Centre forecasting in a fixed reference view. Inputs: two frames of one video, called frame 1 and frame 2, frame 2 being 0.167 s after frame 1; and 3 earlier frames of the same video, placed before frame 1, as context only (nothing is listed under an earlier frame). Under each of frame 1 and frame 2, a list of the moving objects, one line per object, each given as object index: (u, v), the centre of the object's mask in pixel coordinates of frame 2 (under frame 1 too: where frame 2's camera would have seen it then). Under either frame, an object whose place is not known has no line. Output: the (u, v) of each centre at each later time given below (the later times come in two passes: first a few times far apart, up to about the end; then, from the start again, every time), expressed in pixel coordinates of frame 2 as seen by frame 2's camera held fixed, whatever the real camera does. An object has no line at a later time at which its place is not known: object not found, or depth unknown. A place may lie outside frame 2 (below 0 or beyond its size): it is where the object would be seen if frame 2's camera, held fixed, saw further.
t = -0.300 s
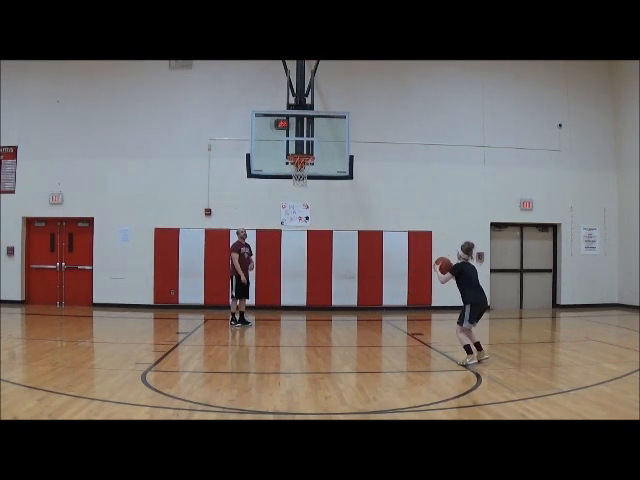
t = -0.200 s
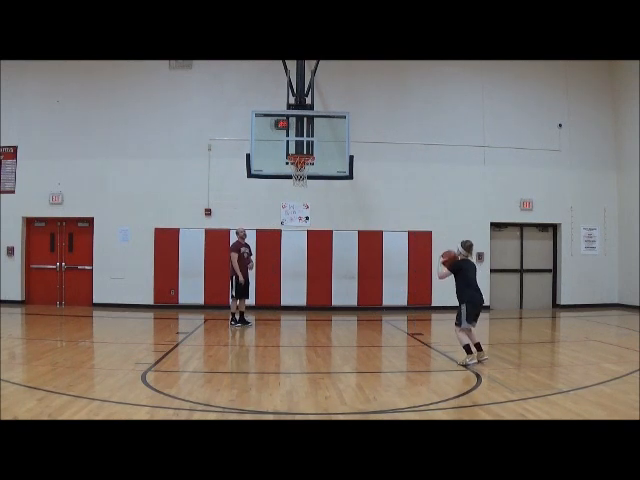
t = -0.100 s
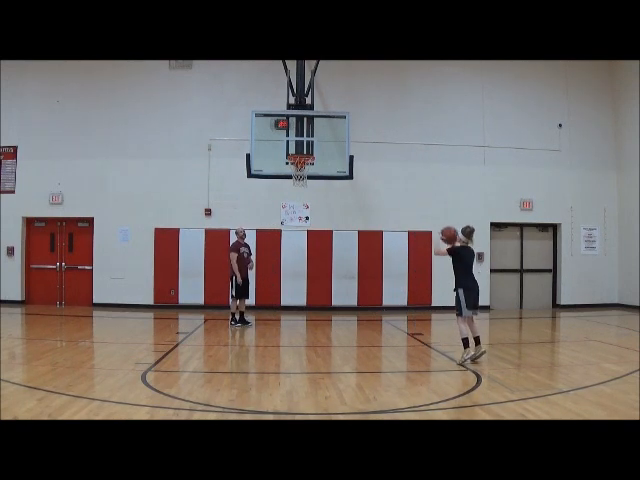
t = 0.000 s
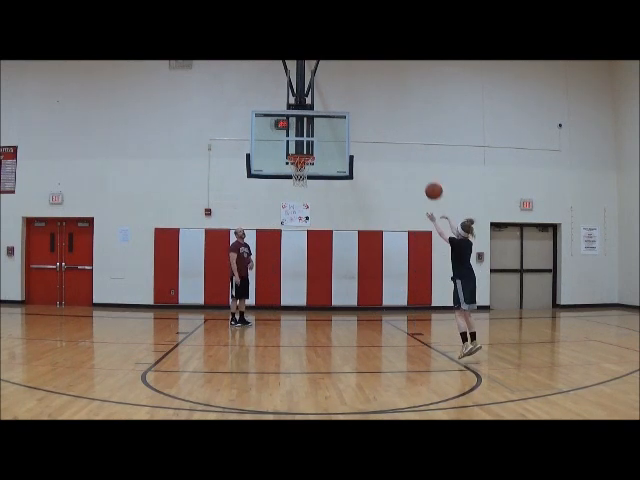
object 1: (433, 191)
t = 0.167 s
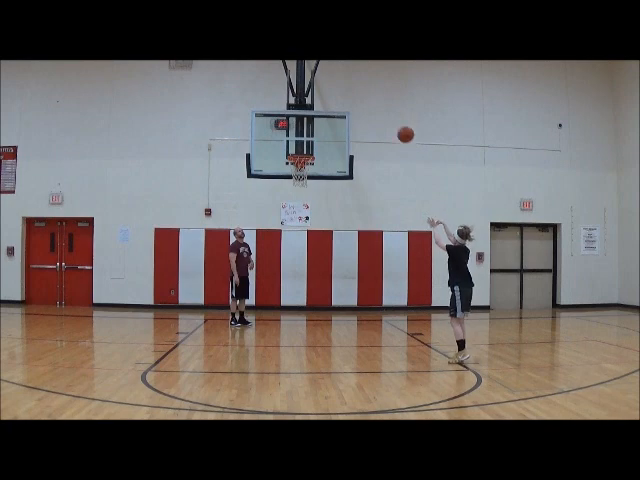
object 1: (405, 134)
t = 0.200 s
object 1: (400, 126)
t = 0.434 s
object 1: (367, 93)
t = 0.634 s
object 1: (343, 95)
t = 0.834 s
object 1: (321, 119)
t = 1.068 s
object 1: (301, 149)
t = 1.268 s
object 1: (301, 147)
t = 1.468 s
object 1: (309, 150)
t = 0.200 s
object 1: (400, 126)
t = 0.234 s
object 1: (395, 119)
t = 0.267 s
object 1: (390, 112)
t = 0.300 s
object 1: (385, 107)
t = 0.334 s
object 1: (381, 102)
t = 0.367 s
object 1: (376, 99)
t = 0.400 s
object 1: (372, 96)
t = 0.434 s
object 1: (367, 93)
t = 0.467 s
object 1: (363, 92)
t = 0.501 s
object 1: (359, 91)
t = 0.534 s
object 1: (355, 91)
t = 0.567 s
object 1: (351, 91)
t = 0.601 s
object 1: (347, 93)
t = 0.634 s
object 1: (343, 95)
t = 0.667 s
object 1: (339, 97)
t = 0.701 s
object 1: (335, 100)
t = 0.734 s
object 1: (332, 104)
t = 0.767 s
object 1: (328, 108)
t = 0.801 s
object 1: (325, 113)
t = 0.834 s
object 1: (321, 119)
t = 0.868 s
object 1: (318, 125)
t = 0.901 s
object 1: (314, 131)
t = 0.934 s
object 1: (311, 138)
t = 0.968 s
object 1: (308, 146)
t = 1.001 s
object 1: (305, 150)
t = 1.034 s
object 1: (302, 149)
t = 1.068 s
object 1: (301, 149)
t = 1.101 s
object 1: (298, 150)
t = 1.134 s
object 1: (297, 151)
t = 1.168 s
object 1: (297, 150)
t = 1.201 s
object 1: (298, 149)
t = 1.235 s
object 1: (299, 148)
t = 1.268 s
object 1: (301, 147)
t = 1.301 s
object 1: (302, 147)
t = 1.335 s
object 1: (303, 147)
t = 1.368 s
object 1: (304, 147)
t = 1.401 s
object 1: (305, 148)
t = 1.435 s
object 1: (307, 149)
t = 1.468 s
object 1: (309, 150)
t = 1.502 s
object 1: (308, 150)
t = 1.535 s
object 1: (306, 150)
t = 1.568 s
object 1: (306, 150)
